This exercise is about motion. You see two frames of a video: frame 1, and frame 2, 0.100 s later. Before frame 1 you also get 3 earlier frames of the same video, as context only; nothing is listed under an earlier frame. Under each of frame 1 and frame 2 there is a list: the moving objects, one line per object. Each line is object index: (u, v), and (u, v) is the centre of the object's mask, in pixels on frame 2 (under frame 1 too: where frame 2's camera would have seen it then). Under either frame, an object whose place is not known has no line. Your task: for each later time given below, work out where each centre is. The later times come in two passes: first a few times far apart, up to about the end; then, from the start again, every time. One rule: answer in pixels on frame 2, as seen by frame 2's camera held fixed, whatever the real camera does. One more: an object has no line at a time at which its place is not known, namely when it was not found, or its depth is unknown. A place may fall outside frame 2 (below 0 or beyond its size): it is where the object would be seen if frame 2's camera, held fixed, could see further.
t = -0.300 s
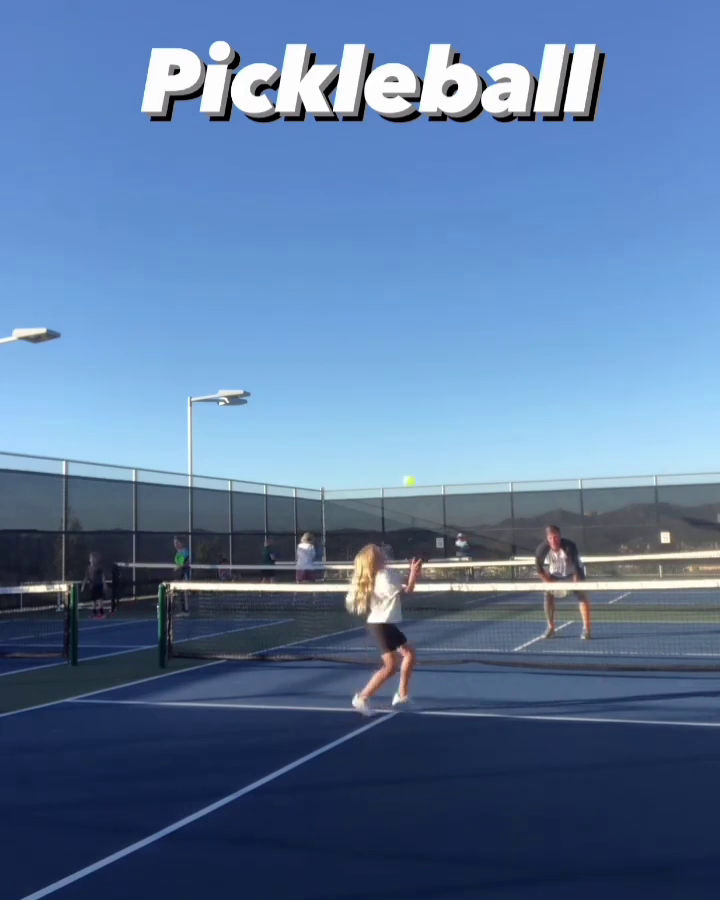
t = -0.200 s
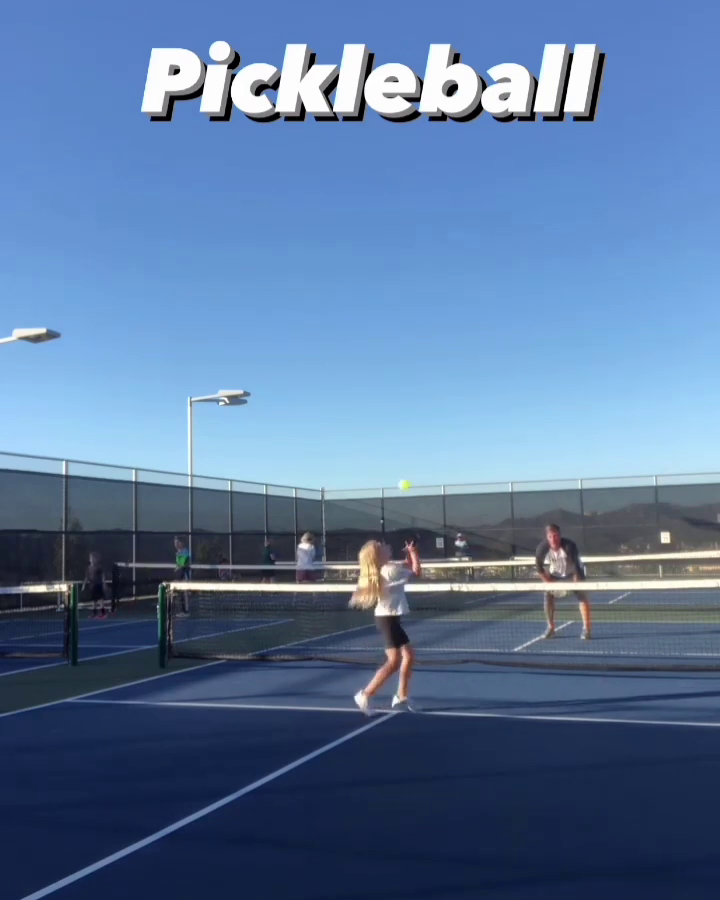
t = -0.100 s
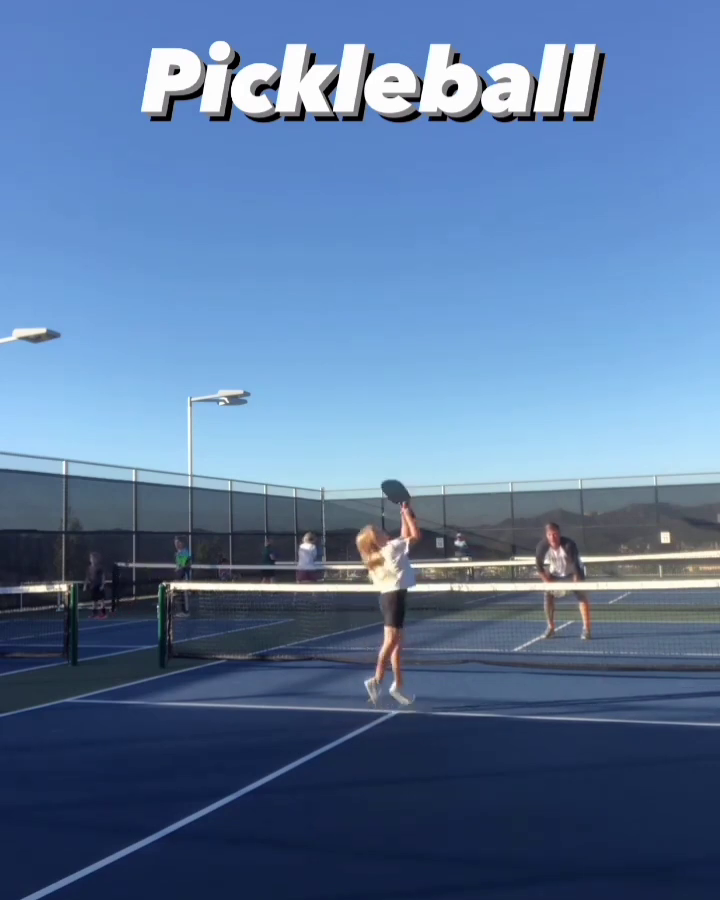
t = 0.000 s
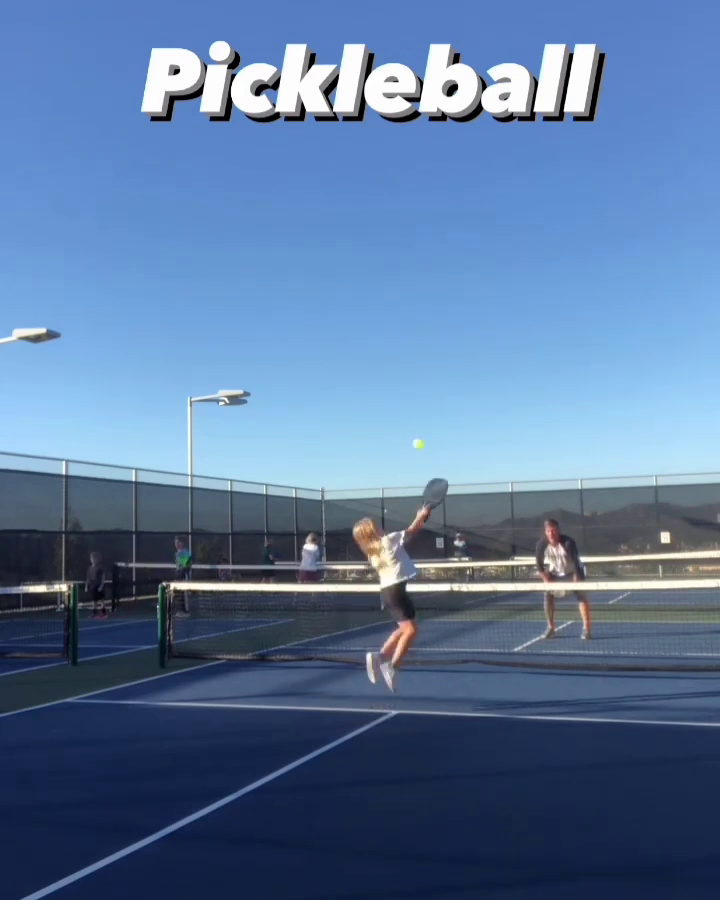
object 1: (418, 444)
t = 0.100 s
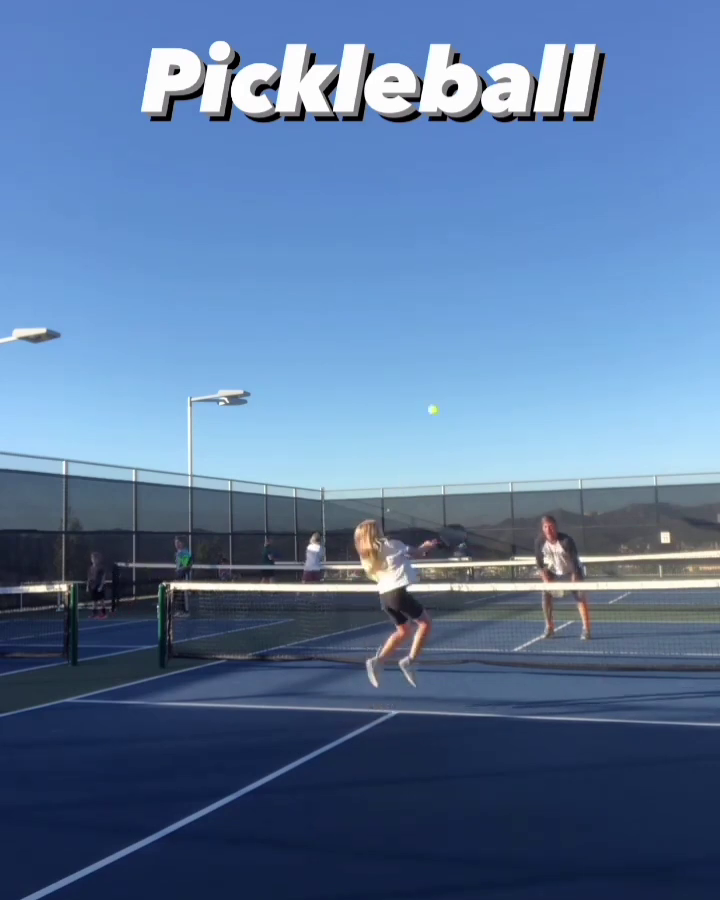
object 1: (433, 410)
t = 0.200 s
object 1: (447, 390)
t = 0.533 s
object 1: (490, 405)
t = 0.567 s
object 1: (494, 412)
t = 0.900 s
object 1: (533, 524)
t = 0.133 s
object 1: (438, 402)
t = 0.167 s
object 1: (442, 396)
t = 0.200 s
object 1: (447, 390)
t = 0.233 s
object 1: (452, 387)
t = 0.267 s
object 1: (456, 385)
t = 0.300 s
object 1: (461, 383)
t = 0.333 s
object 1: (465, 383)
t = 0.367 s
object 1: (469, 384)
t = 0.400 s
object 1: (474, 387)
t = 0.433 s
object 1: (478, 390)
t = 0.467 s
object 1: (482, 394)
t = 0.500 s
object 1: (486, 399)
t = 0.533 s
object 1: (490, 405)
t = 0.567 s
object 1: (494, 412)
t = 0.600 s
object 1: (498, 420)
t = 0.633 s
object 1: (502, 429)
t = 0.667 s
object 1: (506, 438)
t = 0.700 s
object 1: (510, 448)
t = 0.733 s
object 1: (514, 459)
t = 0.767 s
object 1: (518, 471)
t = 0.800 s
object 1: (521, 483)
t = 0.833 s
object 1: (525, 496)
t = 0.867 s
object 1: (529, 510)
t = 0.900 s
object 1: (533, 524)
